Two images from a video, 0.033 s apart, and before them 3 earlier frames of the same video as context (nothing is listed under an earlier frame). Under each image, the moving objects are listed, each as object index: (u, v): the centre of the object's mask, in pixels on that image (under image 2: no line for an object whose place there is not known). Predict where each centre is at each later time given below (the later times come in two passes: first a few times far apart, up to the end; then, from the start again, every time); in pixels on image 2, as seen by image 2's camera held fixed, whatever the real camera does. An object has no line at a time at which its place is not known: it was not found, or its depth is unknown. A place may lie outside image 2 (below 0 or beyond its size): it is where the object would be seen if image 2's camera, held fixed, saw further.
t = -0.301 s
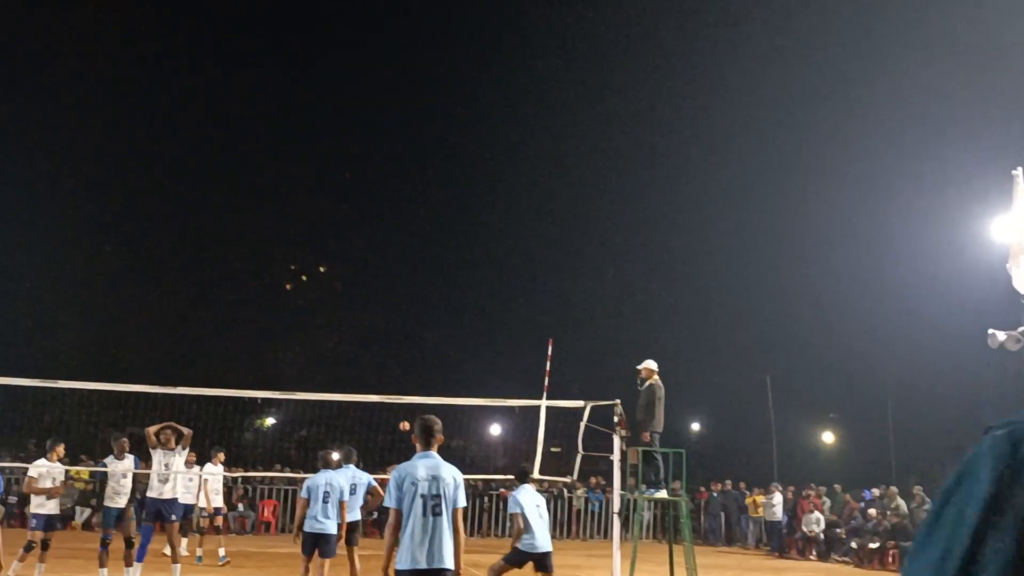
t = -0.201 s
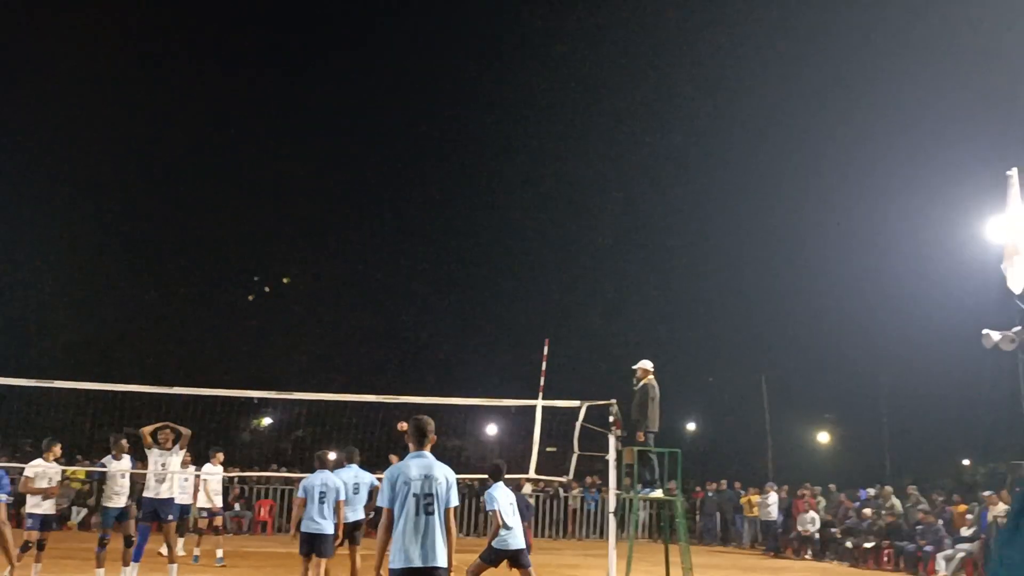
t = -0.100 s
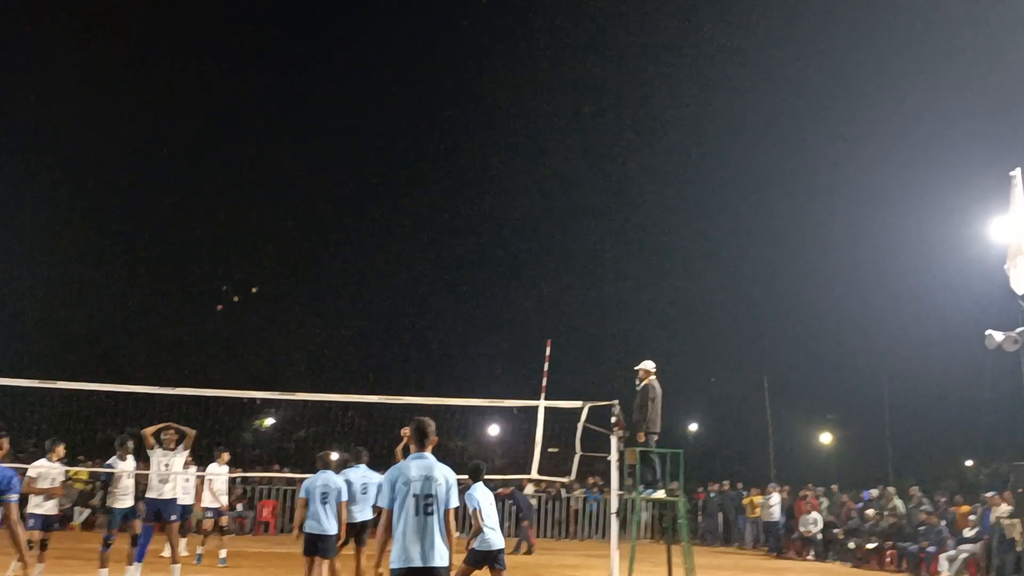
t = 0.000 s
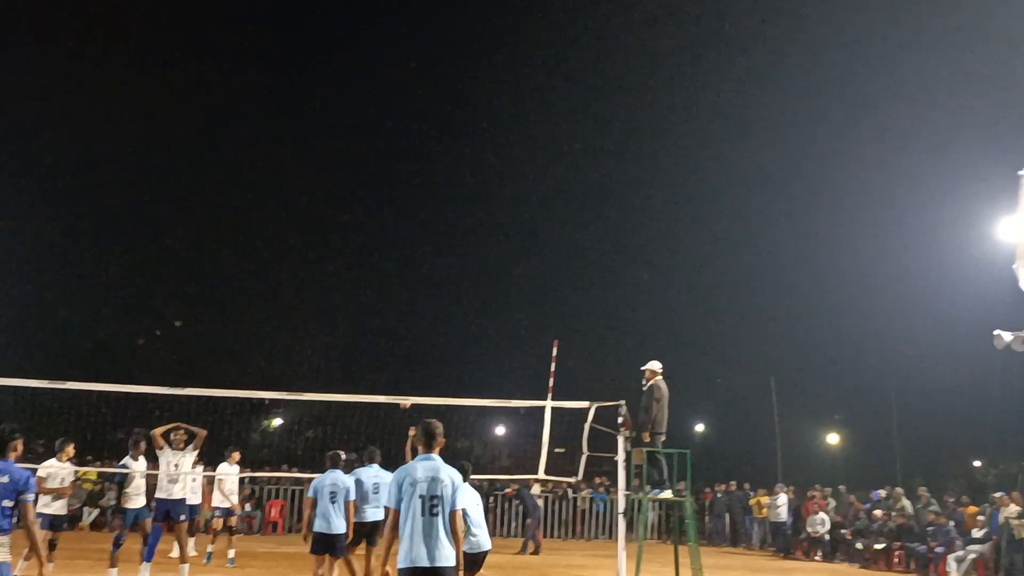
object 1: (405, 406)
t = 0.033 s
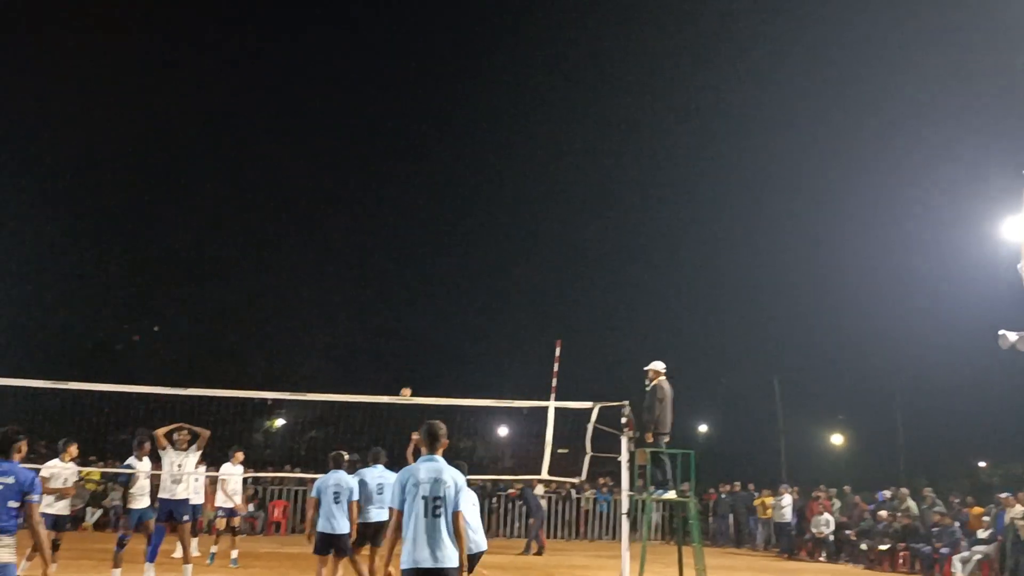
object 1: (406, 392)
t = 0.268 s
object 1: (382, 332)
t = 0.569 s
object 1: (337, 290)
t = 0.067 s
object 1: (401, 383)
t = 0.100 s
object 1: (399, 373)
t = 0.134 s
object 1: (397, 364)
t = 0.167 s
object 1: (392, 355)
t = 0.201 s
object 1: (390, 346)
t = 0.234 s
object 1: (385, 340)
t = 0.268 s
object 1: (382, 332)
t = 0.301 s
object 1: (378, 324)
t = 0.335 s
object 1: (373, 318)
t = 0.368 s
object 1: (368, 313)
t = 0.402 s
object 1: (362, 307)
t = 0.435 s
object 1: (357, 303)
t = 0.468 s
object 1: (352, 299)
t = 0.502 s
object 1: (347, 295)
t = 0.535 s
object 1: (343, 292)
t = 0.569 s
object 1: (337, 290)
